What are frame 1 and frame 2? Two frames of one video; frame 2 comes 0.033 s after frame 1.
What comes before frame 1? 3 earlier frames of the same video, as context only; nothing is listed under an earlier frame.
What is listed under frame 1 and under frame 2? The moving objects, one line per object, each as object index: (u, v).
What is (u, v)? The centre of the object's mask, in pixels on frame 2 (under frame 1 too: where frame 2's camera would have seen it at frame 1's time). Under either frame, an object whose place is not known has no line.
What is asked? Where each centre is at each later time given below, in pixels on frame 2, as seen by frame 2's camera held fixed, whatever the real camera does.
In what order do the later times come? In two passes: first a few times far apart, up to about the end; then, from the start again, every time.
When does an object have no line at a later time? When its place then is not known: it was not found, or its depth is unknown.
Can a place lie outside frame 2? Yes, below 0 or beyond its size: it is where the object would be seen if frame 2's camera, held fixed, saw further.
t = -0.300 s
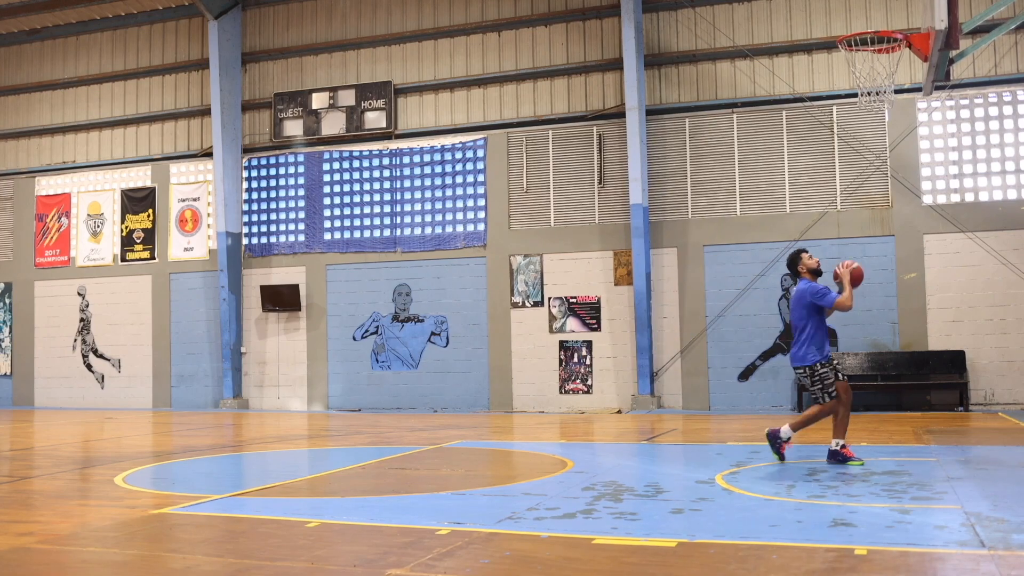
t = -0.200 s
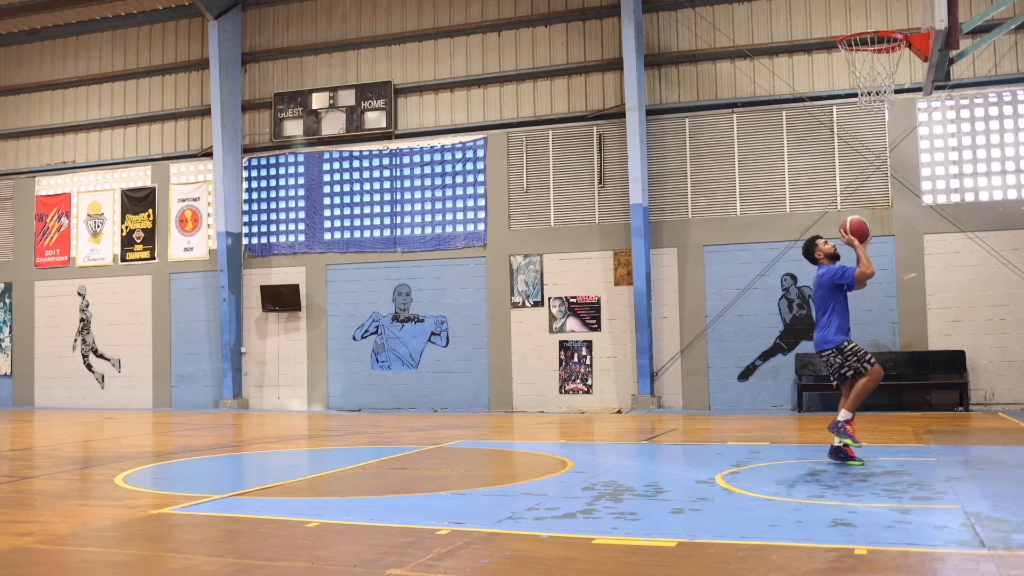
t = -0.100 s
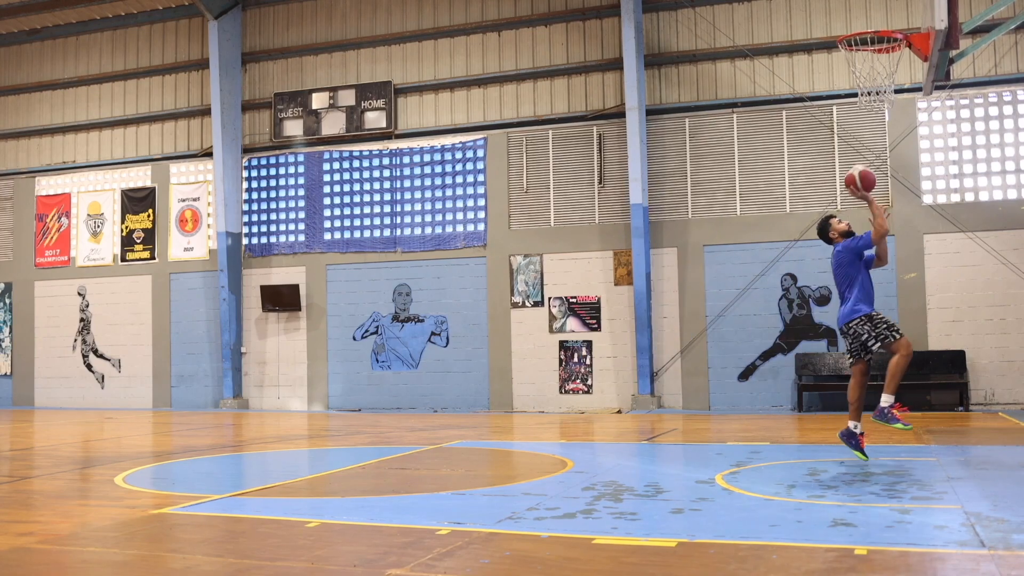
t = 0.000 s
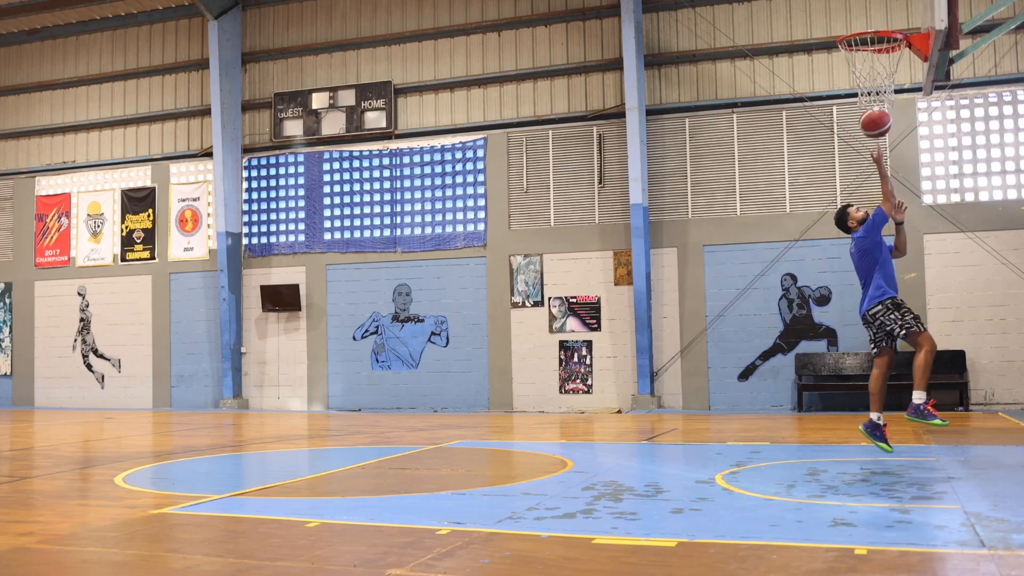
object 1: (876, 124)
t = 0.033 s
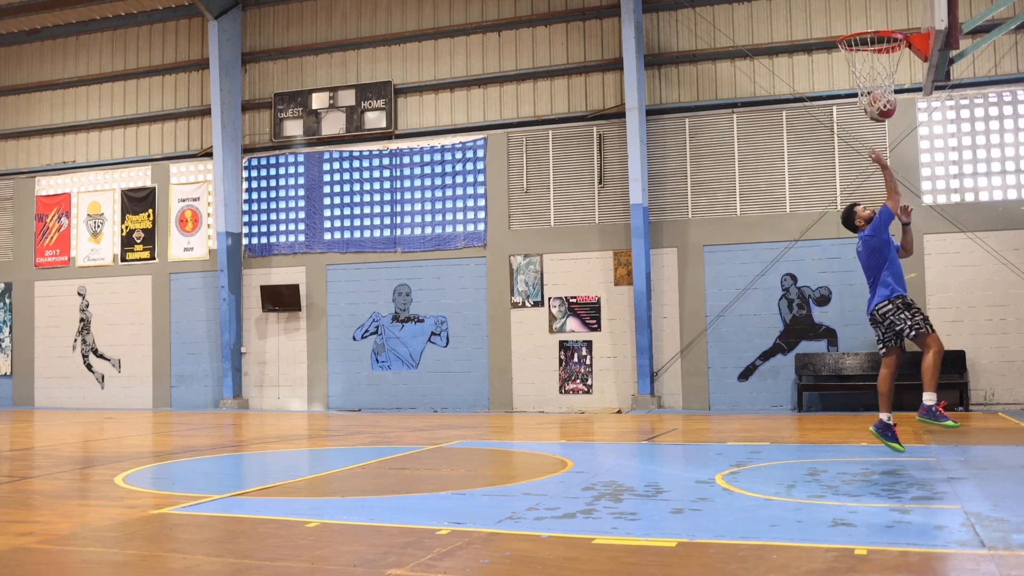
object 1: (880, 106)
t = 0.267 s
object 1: (904, 25)
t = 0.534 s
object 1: (865, 43)
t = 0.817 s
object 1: (858, 92)
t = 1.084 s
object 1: (870, 203)
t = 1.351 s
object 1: (885, 420)
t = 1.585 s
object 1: (907, 341)
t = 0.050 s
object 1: (882, 99)
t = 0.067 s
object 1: (885, 91)
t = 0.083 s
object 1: (888, 83)
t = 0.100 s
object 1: (891, 77)
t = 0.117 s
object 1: (893, 70)
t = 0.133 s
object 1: (896, 65)
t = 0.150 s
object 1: (899, 59)
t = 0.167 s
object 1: (900, 56)
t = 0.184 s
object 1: (903, 55)
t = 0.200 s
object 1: (905, 53)
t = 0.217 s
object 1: (908, 35)
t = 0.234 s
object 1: (908, 28)
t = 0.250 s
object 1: (906, 26)
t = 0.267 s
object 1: (904, 25)
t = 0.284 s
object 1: (902, 24)
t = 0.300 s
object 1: (898, 23)
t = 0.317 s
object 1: (896, 22)
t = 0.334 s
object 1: (893, 21)
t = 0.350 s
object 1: (891, 20)
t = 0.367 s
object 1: (889, 20)
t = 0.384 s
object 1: (886, 20)
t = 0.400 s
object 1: (884, 20)
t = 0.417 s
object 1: (881, 21)
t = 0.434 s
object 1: (879, 21)
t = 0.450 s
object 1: (877, 26)
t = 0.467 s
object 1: (874, 30)
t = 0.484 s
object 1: (873, 34)
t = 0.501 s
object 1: (868, 36)
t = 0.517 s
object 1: (867, 39)
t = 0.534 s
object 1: (865, 43)
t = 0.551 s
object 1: (862, 46)
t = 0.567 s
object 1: (861, 50)
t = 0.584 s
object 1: (859, 55)
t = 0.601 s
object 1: (857, 60)
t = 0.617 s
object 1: (855, 64)
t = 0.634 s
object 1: (854, 68)
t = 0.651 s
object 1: (853, 70)
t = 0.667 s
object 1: (854, 72)
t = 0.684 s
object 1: (854, 73)
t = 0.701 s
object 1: (855, 74)
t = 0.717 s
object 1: (855, 75)
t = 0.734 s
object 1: (855, 77)
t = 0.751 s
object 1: (856, 80)
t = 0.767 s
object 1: (856, 81)
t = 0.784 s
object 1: (857, 86)
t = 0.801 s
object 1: (856, 90)
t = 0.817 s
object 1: (858, 92)
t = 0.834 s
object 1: (858, 96)
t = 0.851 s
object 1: (859, 100)
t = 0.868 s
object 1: (860, 105)
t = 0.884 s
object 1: (860, 110)
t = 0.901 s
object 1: (861, 116)
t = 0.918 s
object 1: (861, 122)
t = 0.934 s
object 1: (862, 128)
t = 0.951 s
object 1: (863, 135)
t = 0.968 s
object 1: (864, 142)
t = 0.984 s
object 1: (865, 149)
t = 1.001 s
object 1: (866, 157)
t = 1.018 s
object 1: (867, 166)
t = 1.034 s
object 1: (868, 174)
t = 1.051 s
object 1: (869, 184)
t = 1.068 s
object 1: (869, 194)
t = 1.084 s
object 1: (870, 203)
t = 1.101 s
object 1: (871, 214)
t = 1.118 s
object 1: (872, 225)
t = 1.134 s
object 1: (873, 236)
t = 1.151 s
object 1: (874, 248)
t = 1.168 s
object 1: (875, 260)
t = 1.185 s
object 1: (876, 272)
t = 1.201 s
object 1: (877, 285)
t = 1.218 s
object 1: (877, 298)
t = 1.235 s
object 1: (878, 312)
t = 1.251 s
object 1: (879, 326)
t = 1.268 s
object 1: (880, 341)
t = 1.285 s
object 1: (881, 357)
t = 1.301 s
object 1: (882, 372)
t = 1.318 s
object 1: (882, 388)
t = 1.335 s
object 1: (883, 403)
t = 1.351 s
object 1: (885, 420)
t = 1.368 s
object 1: (886, 437)
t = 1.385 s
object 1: (887, 455)
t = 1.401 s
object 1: (888, 468)
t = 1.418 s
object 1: (890, 454)
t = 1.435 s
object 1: (891, 441)
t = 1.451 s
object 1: (893, 428)
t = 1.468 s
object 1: (895, 416)
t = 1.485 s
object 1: (897, 404)
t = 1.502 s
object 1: (898, 393)
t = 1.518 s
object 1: (900, 382)
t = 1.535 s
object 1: (902, 371)
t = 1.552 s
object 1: (904, 361)
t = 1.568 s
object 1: (906, 351)
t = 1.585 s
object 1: (907, 341)
